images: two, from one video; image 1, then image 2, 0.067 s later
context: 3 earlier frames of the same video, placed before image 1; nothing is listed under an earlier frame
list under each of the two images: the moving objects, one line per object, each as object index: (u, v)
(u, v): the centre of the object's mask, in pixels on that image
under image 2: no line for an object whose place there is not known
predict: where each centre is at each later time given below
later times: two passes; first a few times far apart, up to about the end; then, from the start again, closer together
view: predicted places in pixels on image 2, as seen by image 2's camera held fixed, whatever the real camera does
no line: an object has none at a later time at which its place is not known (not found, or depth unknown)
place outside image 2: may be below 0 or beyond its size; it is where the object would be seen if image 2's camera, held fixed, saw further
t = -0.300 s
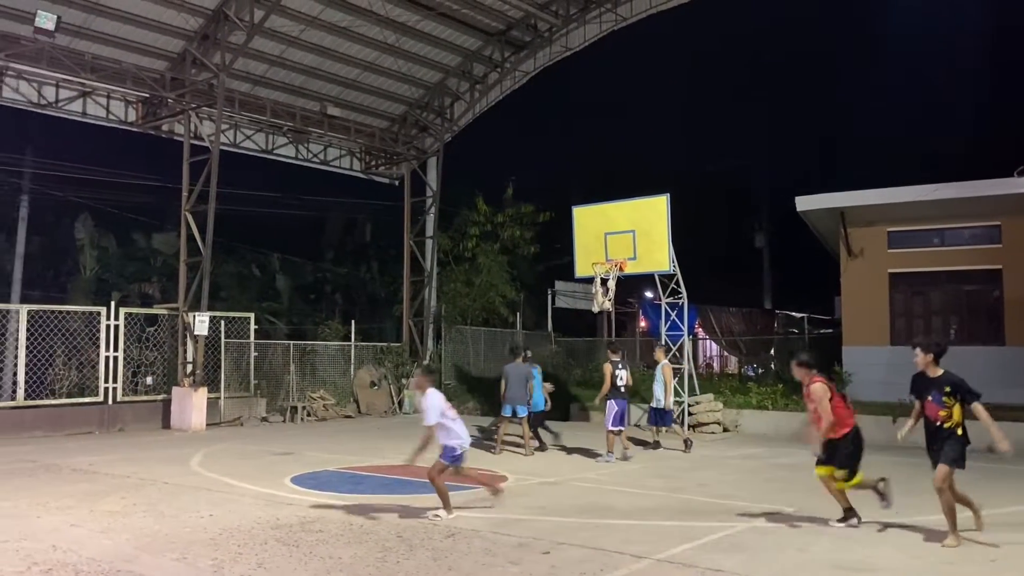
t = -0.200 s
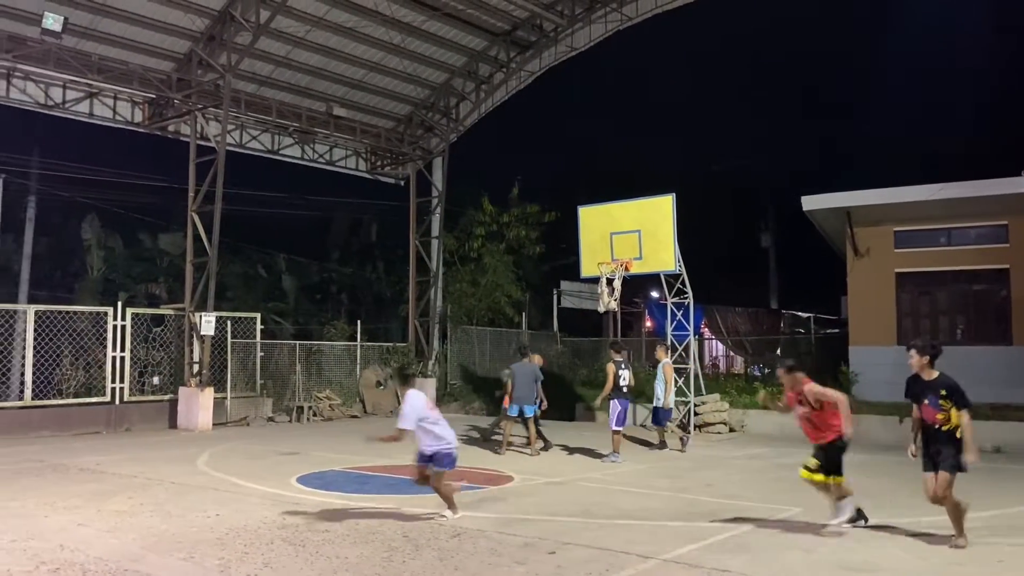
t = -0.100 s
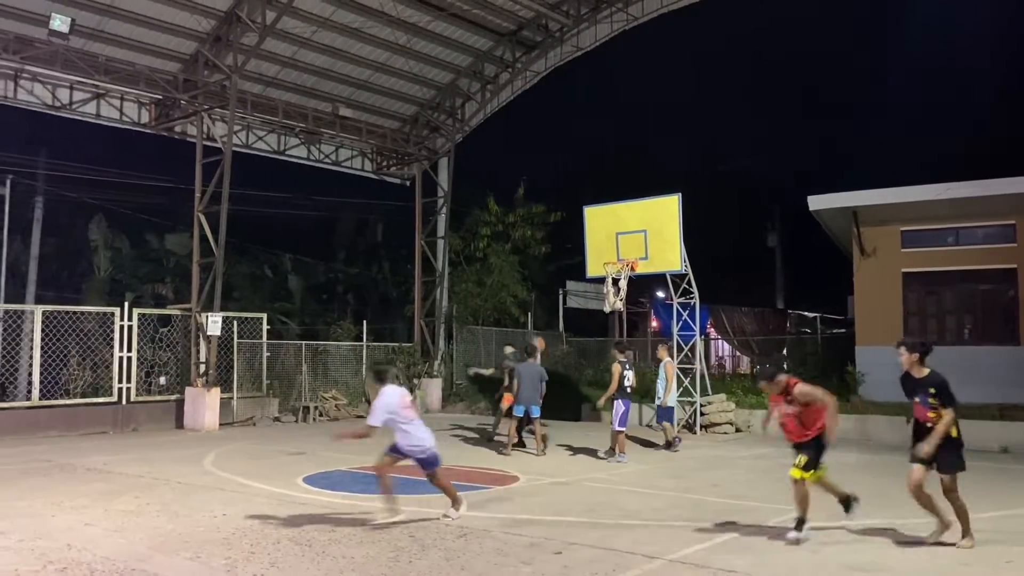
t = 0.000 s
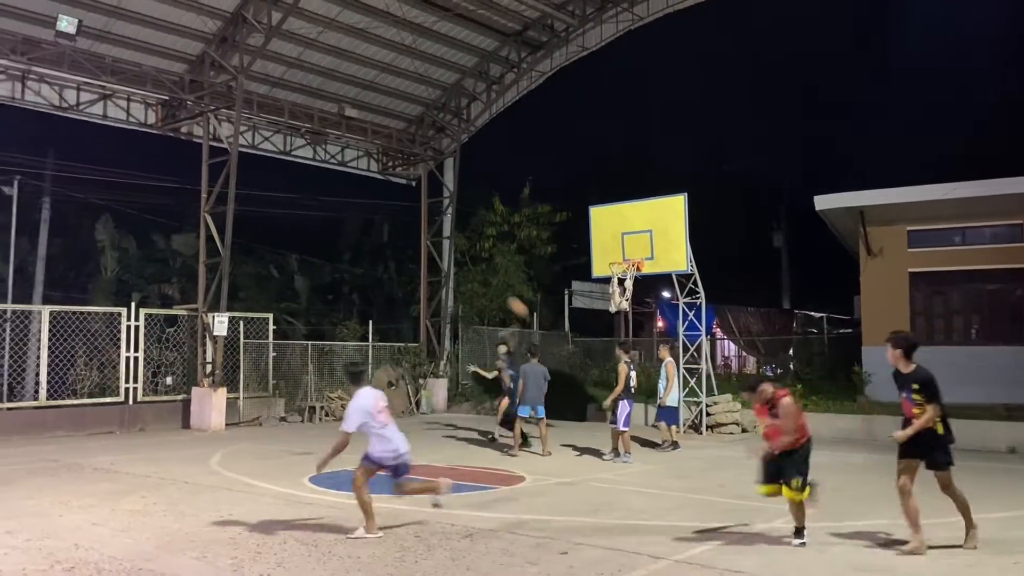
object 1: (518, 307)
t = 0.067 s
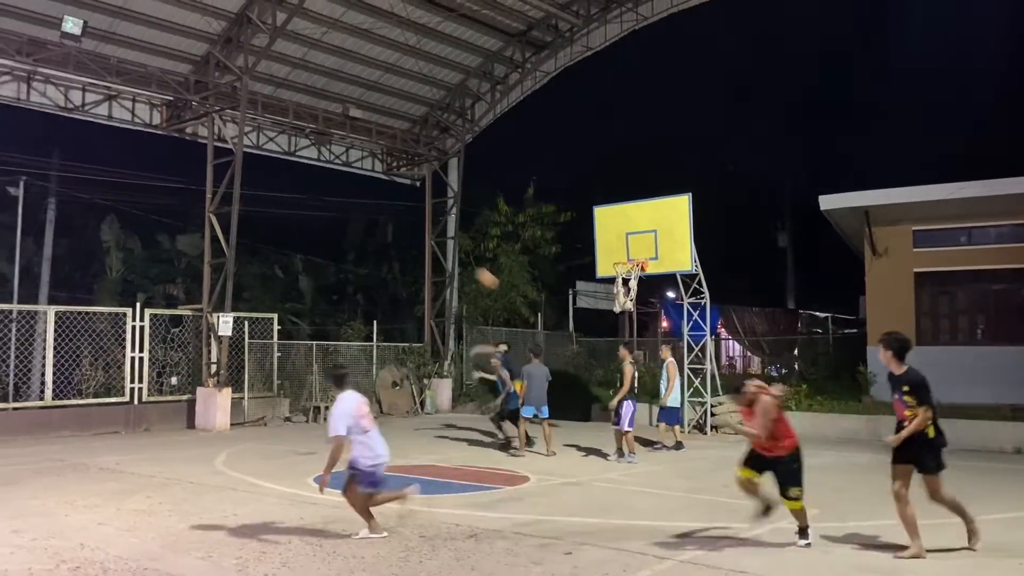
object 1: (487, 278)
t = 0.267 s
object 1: (363, 191)
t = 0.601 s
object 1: (76, 42)
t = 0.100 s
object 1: (468, 264)
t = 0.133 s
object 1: (449, 249)
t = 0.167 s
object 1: (428, 235)
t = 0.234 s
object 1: (386, 205)
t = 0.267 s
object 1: (363, 191)
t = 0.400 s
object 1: (264, 130)
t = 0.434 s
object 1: (235, 116)
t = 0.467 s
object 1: (205, 101)
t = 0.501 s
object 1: (176, 86)
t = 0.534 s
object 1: (144, 70)
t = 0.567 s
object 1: (111, 56)
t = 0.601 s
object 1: (76, 42)
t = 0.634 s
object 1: (37, 26)
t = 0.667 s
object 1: (-3, 9)
